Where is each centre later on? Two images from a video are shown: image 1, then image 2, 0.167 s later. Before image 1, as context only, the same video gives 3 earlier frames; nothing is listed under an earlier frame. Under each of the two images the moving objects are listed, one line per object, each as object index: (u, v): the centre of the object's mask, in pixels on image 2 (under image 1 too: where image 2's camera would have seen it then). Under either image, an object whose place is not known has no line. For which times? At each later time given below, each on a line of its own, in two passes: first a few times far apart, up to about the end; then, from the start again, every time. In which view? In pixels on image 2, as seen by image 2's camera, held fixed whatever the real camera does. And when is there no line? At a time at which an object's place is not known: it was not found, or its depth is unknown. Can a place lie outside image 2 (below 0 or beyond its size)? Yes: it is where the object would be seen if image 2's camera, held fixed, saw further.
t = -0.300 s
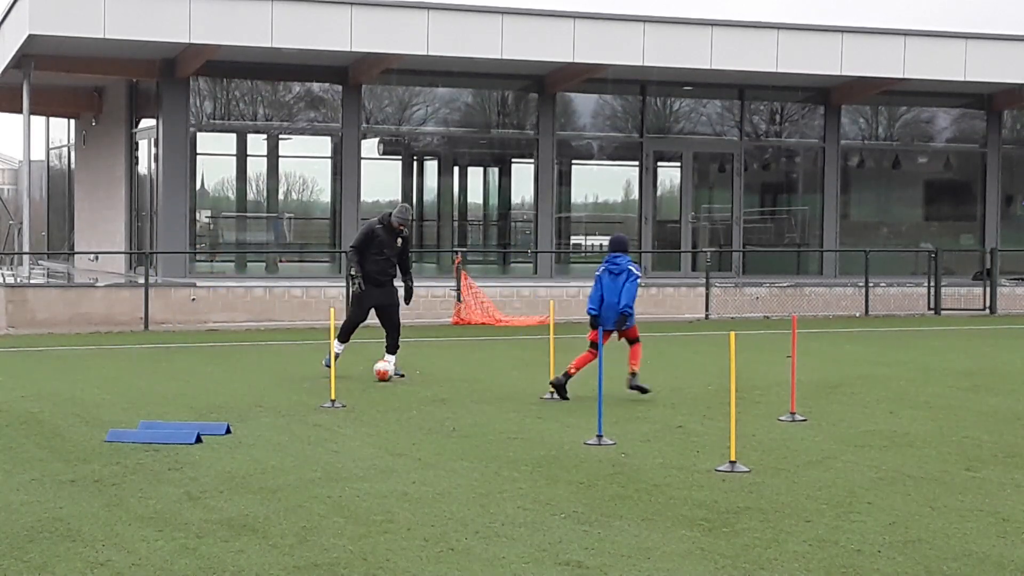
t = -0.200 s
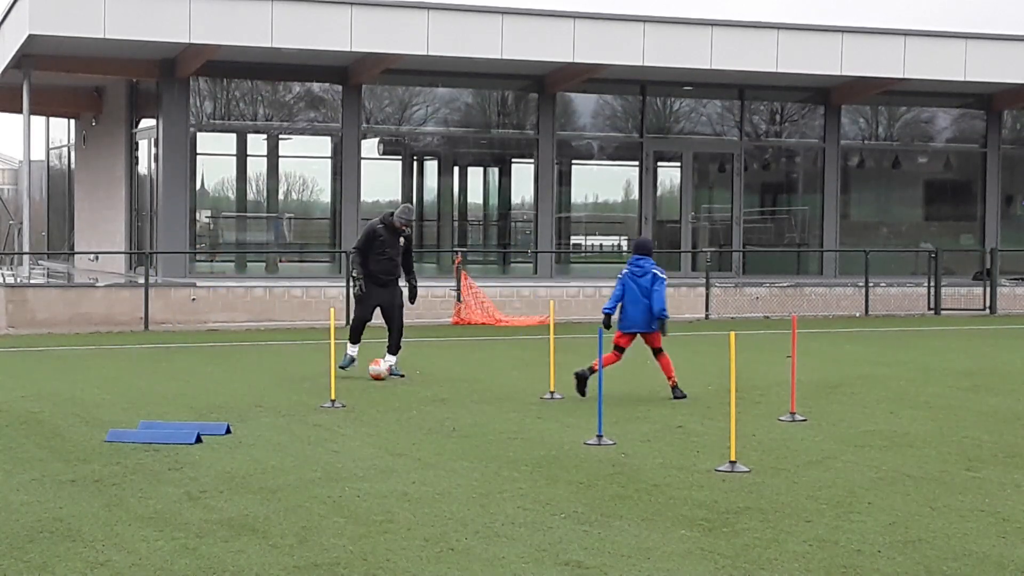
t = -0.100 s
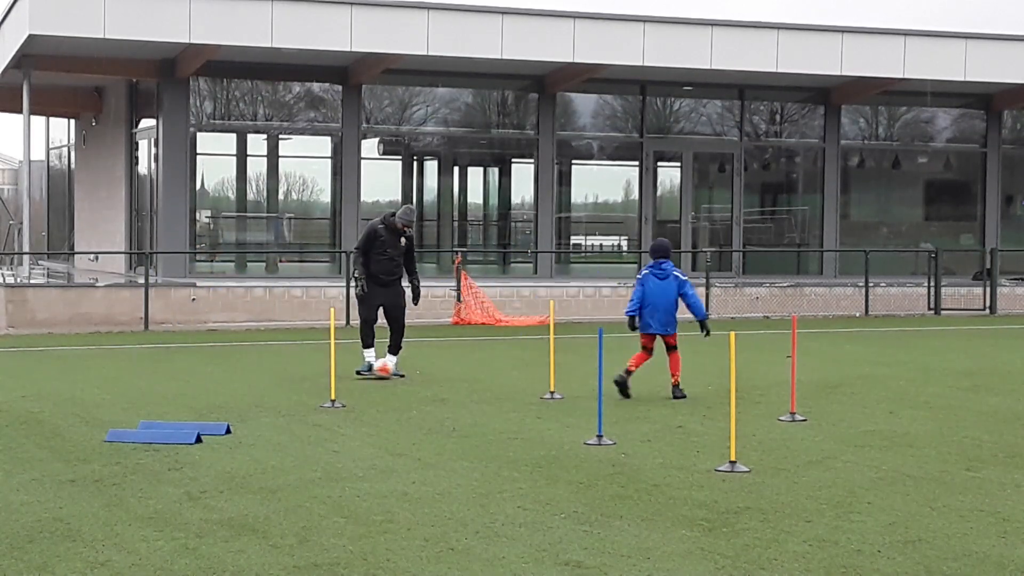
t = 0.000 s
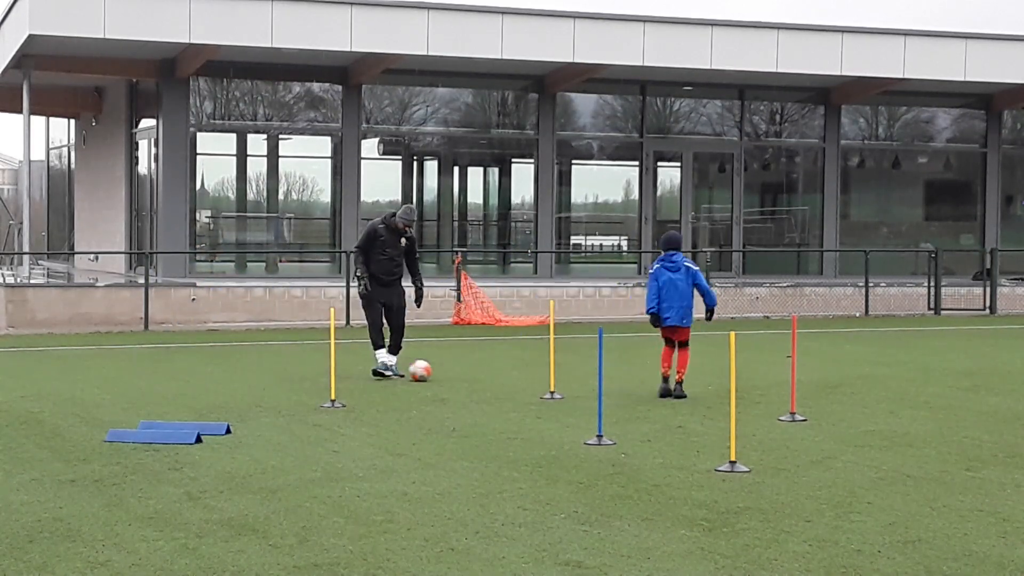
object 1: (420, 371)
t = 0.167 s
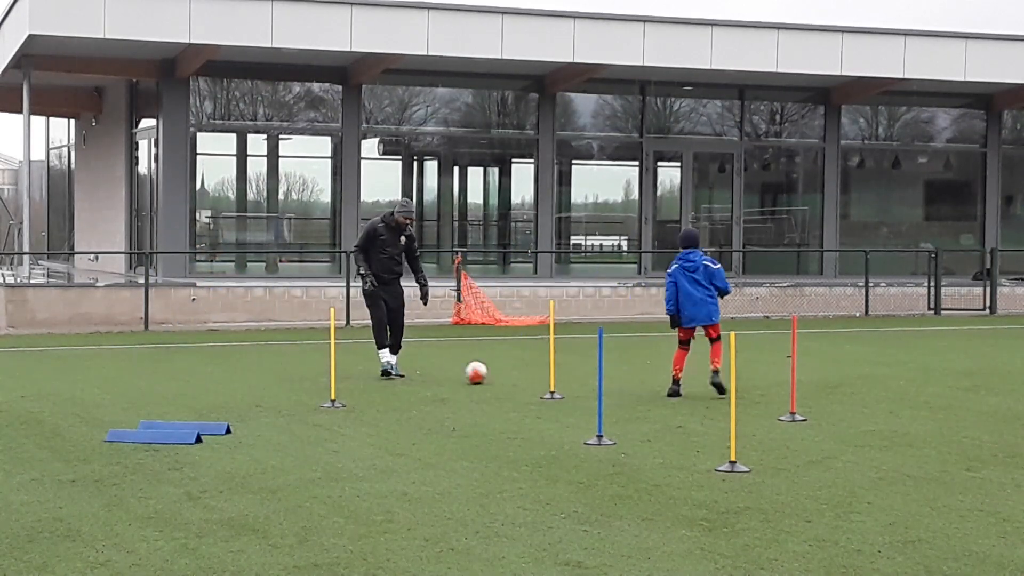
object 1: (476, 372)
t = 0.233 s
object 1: (497, 373)
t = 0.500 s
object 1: (567, 377)
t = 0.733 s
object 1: (621, 379)
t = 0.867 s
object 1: (651, 381)
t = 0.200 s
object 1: (487, 373)
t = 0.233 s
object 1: (497, 373)
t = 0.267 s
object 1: (507, 375)
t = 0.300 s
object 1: (516, 375)
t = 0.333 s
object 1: (525, 375)
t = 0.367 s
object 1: (534, 375)
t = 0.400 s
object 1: (541, 376)
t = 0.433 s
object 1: (550, 375)
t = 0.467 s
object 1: (561, 377)
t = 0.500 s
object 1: (567, 377)
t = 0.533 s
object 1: (574, 377)
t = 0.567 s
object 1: (581, 378)
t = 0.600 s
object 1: (589, 378)
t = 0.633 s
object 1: (597, 378)
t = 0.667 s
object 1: (606, 379)
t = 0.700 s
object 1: (613, 379)
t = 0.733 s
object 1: (621, 379)
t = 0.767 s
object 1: (628, 380)
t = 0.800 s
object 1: (636, 380)
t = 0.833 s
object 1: (643, 380)
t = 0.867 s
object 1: (651, 381)
